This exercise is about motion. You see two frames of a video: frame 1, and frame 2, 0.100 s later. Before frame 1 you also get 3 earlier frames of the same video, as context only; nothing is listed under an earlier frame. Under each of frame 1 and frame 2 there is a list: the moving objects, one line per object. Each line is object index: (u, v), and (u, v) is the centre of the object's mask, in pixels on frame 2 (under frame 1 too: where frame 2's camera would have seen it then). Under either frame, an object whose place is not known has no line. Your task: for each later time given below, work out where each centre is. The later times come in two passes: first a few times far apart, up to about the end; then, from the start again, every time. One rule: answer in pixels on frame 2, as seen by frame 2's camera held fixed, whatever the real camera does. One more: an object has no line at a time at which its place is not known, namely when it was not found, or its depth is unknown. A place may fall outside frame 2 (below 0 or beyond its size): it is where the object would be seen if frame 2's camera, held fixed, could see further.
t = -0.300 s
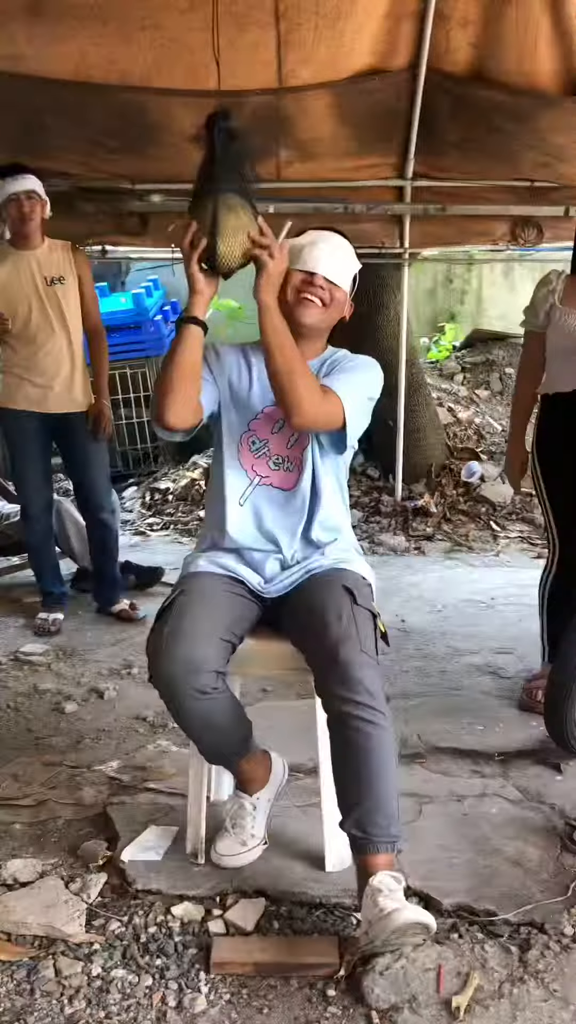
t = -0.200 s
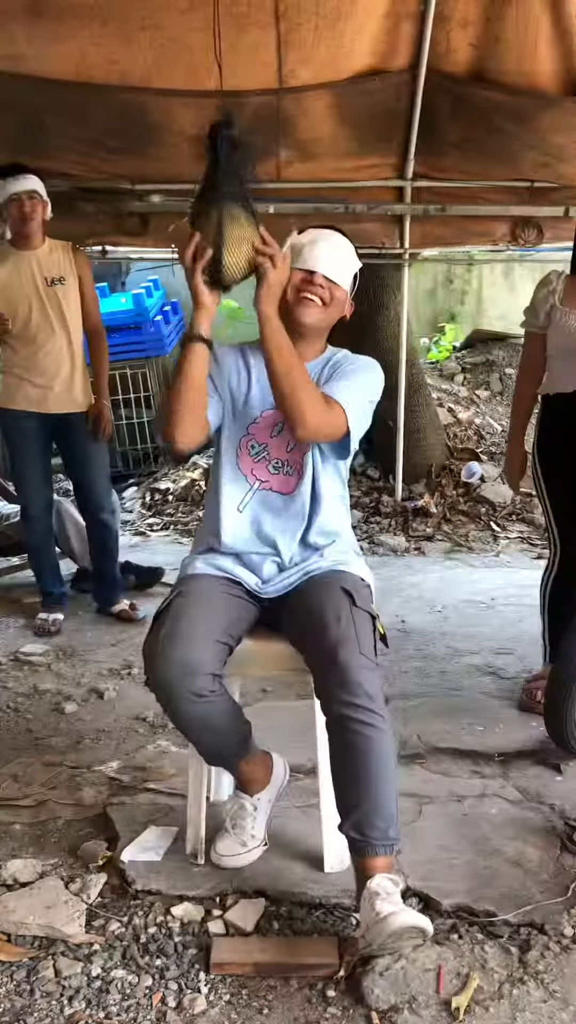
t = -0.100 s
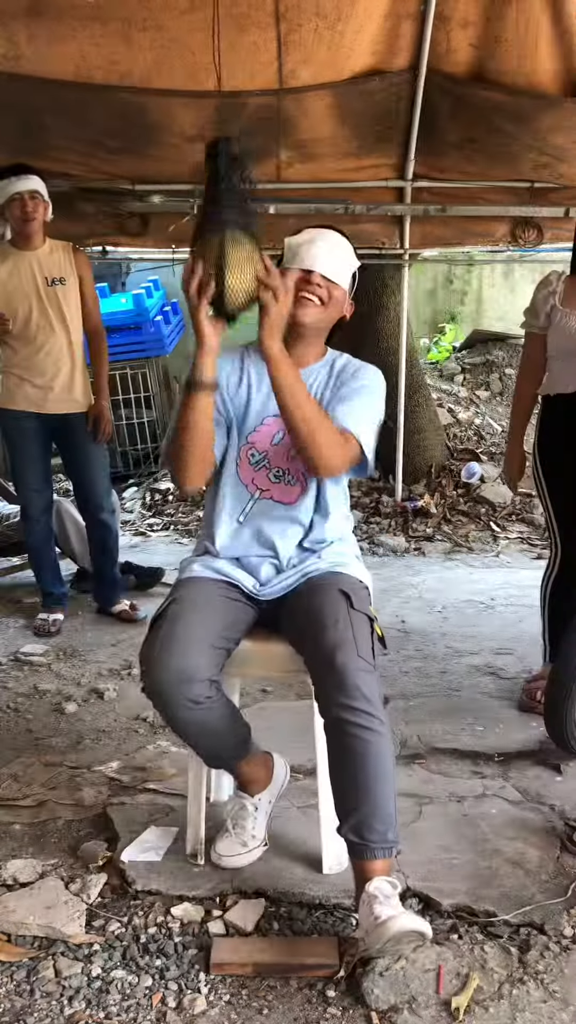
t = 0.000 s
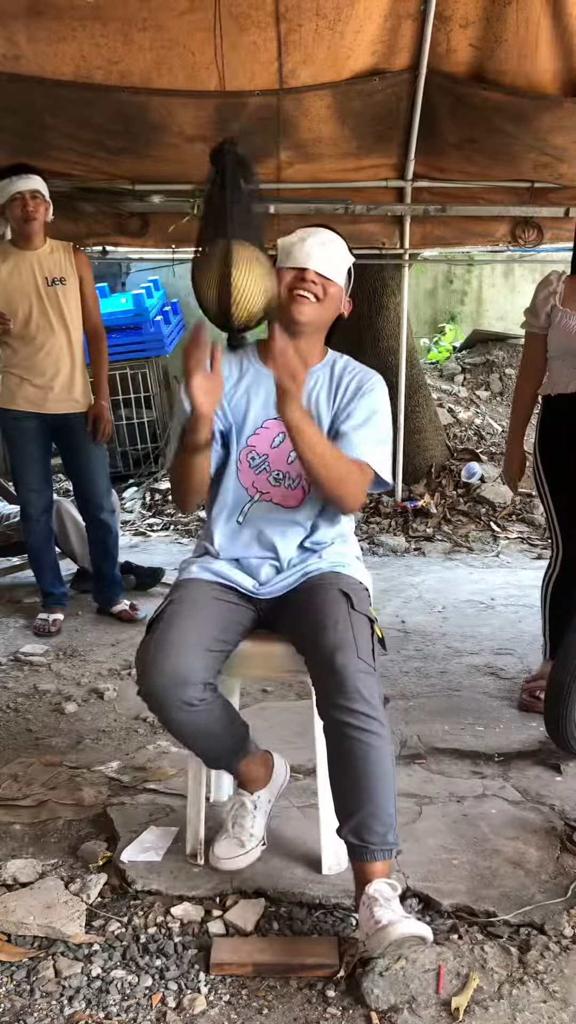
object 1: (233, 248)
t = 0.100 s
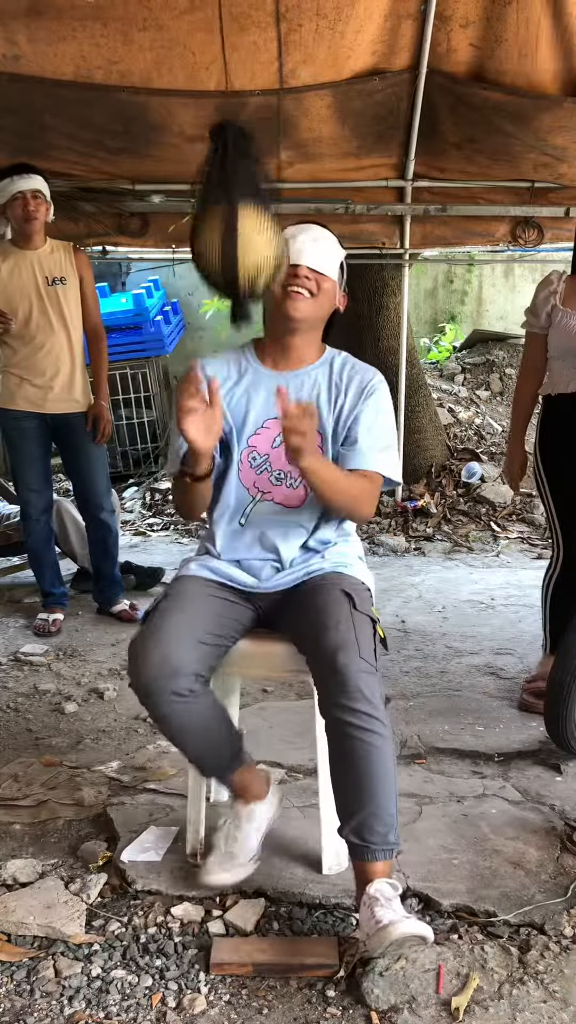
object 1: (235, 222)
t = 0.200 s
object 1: (236, 164)
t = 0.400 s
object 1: (224, 91)
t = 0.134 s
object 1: (236, 204)
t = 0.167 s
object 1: (237, 184)
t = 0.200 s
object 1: (236, 164)
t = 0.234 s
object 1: (237, 145)
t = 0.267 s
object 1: (234, 125)
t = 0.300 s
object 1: (231, 109)
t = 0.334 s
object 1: (229, 97)
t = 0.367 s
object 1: (226, 91)
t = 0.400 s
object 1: (224, 91)
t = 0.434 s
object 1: (221, 99)
